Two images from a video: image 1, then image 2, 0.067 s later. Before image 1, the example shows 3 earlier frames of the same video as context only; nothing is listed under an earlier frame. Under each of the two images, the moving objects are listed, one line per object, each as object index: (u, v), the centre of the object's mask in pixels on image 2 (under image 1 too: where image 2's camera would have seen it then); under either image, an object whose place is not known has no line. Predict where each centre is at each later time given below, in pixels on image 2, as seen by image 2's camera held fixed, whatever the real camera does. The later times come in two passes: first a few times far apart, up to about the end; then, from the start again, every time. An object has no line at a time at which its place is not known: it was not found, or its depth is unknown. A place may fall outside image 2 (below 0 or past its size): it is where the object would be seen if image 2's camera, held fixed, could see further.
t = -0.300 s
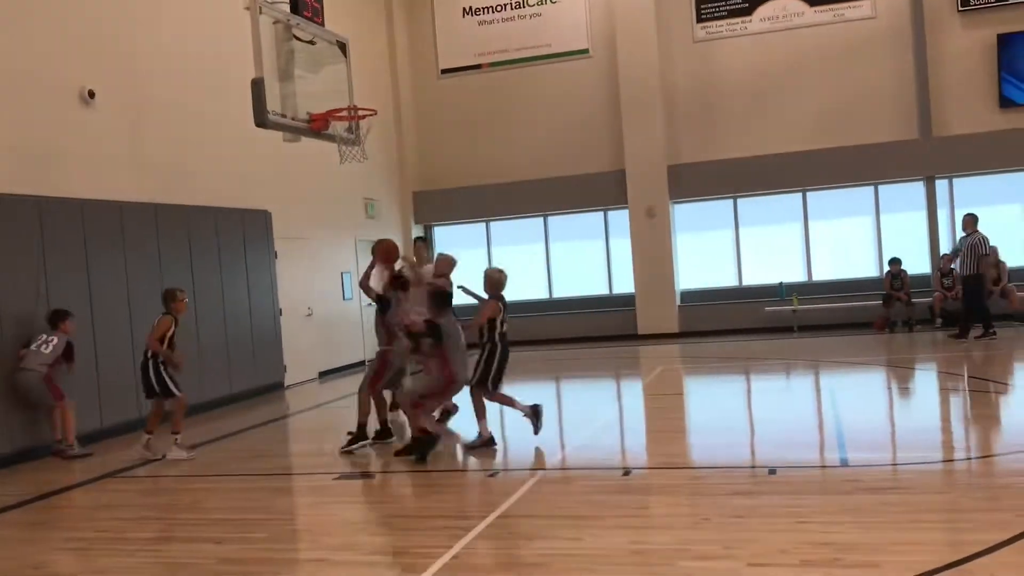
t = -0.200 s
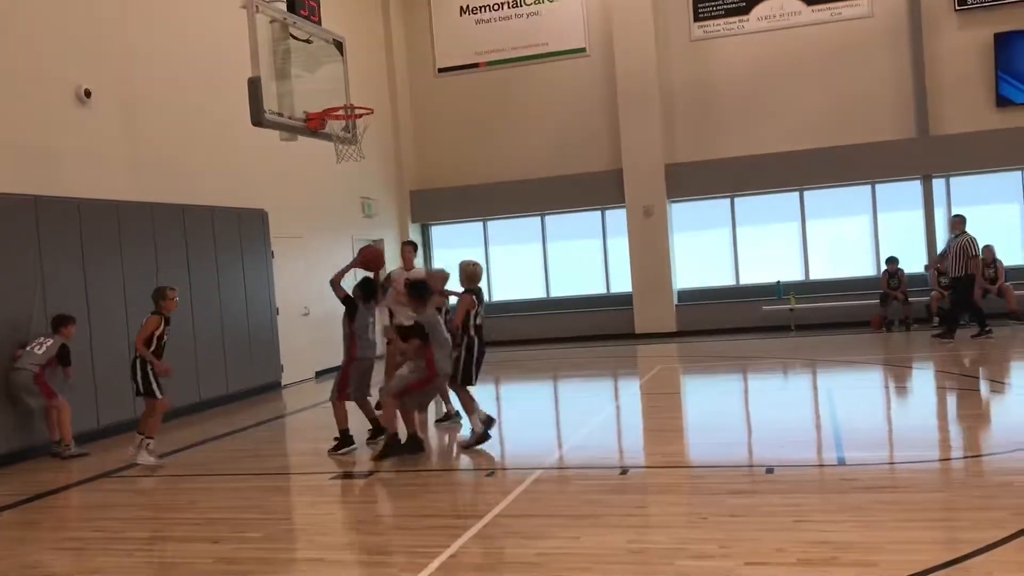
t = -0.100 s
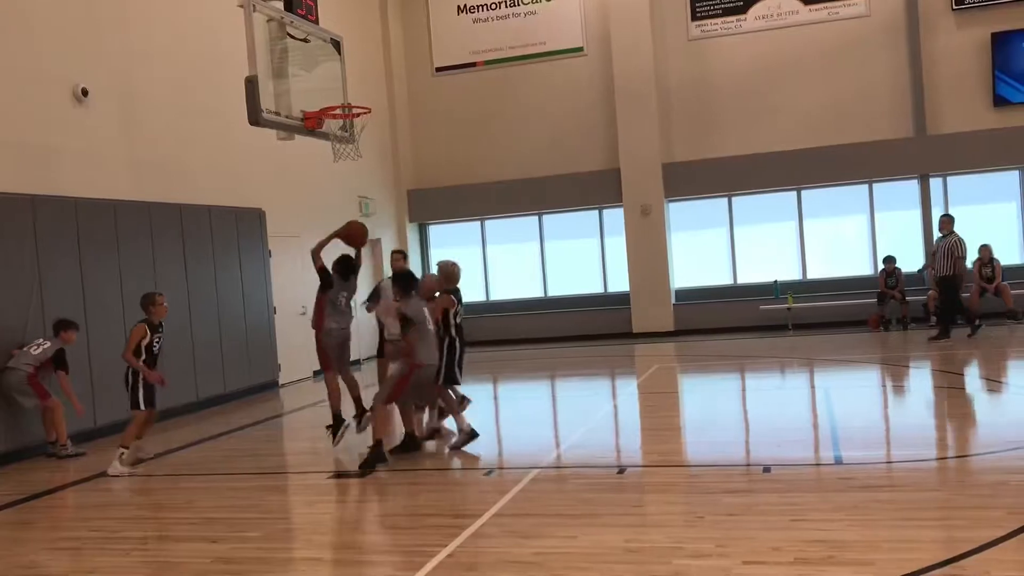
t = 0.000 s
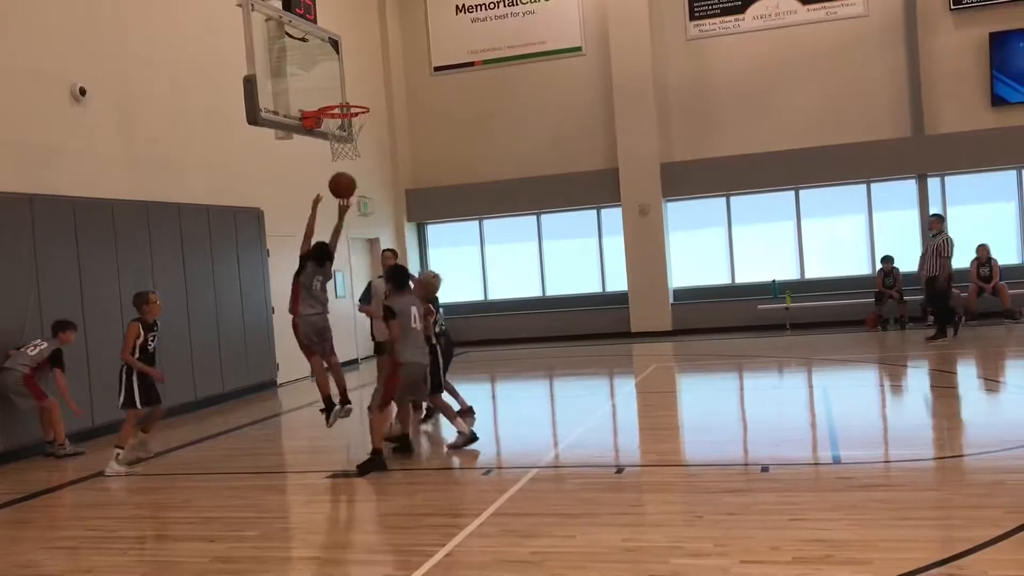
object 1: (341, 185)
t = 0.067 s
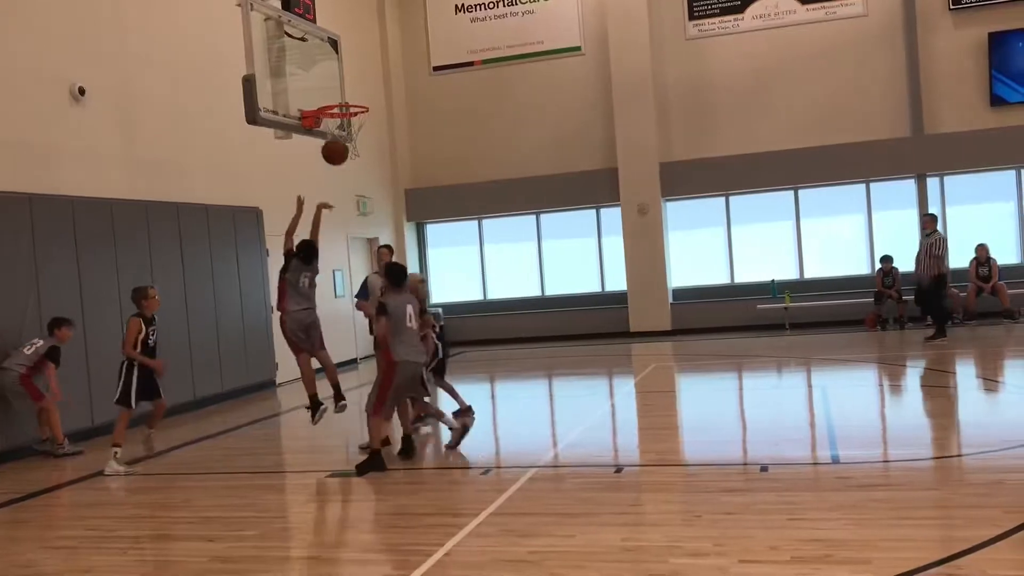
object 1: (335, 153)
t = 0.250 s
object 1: (320, 87)
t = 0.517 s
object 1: (312, 60)
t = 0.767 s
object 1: (344, 98)
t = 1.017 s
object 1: (352, 145)
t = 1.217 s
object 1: (349, 196)
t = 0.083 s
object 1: (333, 144)
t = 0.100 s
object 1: (331, 137)
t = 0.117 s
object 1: (329, 131)
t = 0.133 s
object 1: (328, 123)
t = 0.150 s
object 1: (328, 117)
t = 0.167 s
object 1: (326, 111)
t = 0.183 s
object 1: (324, 106)
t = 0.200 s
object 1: (323, 100)
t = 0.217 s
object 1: (322, 96)
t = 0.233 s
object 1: (321, 91)
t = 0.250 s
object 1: (320, 87)
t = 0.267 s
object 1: (319, 83)
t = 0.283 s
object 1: (318, 79)
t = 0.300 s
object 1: (317, 76)
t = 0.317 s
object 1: (315, 73)
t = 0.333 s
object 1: (315, 70)
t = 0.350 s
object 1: (314, 67)
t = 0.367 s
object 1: (313, 65)
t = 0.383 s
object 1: (312, 64)
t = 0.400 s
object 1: (311, 62)
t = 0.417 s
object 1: (310, 61)
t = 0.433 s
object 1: (309, 60)
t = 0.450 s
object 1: (308, 60)
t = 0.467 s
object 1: (308, 60)
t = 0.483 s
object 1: (308, 60)
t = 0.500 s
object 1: (310, 60)
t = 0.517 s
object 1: (312, 60)
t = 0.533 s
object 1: (314, 61)
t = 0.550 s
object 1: (316, 62)
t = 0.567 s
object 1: (318, 64)
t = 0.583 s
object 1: (320, 66)
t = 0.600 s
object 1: (322, 67)
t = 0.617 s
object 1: (325, 70)
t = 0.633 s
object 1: (327, 72)
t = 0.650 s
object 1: (329, 75)
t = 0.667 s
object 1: (331, 78)
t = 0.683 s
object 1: (333, 81)
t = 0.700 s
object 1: (335, 85)
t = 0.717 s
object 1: (338, 89)
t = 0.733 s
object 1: (340, 93)
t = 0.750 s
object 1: (342, 95)
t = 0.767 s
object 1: (344, 98)
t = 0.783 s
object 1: (347, 100)
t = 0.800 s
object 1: (348, 108)
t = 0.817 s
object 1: (349, 111)
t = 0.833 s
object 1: (349, 113)
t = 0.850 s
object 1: (349, 117)
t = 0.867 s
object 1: (350, 119)
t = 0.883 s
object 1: (351, 122)
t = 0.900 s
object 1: (352, 126)
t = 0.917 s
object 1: (352, 128)
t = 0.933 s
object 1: (352, 132)
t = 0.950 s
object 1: (353, 136)
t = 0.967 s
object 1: (353, 137)
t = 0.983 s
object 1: (352, 139)
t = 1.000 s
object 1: (352, 142)
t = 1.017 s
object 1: (352, 145)
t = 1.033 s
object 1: (351, 146)
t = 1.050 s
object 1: (351, 149)
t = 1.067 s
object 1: (351, 153)
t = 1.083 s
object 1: (350, 156)
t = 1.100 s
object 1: (350, 160)
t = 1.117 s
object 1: (350, 164)
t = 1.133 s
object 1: (350, 169)
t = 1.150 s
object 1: (350, 174)
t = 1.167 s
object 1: (349, 179)
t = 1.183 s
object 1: (349, 184)
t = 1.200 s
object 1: (349, 190)
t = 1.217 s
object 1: (349, 196)
